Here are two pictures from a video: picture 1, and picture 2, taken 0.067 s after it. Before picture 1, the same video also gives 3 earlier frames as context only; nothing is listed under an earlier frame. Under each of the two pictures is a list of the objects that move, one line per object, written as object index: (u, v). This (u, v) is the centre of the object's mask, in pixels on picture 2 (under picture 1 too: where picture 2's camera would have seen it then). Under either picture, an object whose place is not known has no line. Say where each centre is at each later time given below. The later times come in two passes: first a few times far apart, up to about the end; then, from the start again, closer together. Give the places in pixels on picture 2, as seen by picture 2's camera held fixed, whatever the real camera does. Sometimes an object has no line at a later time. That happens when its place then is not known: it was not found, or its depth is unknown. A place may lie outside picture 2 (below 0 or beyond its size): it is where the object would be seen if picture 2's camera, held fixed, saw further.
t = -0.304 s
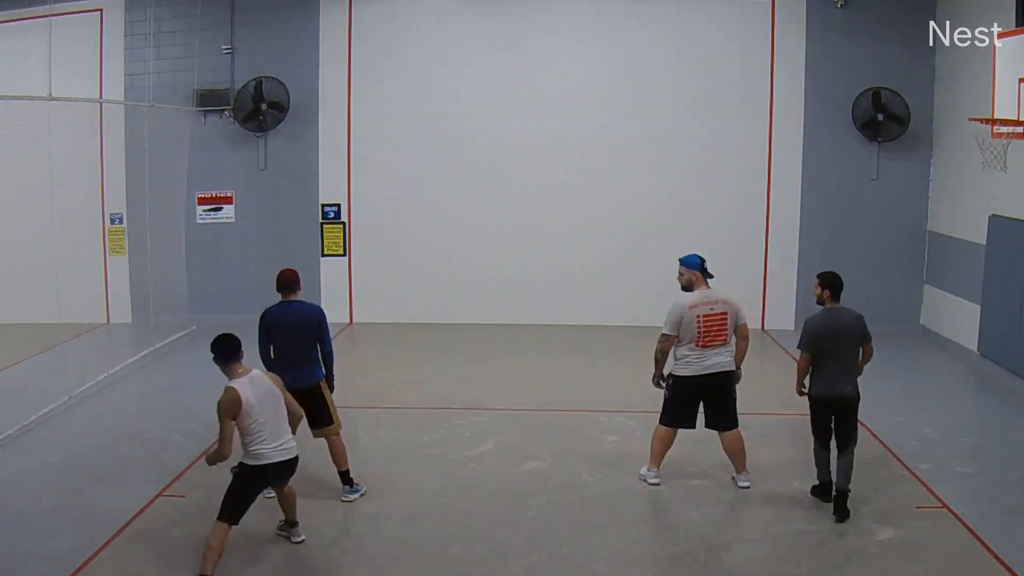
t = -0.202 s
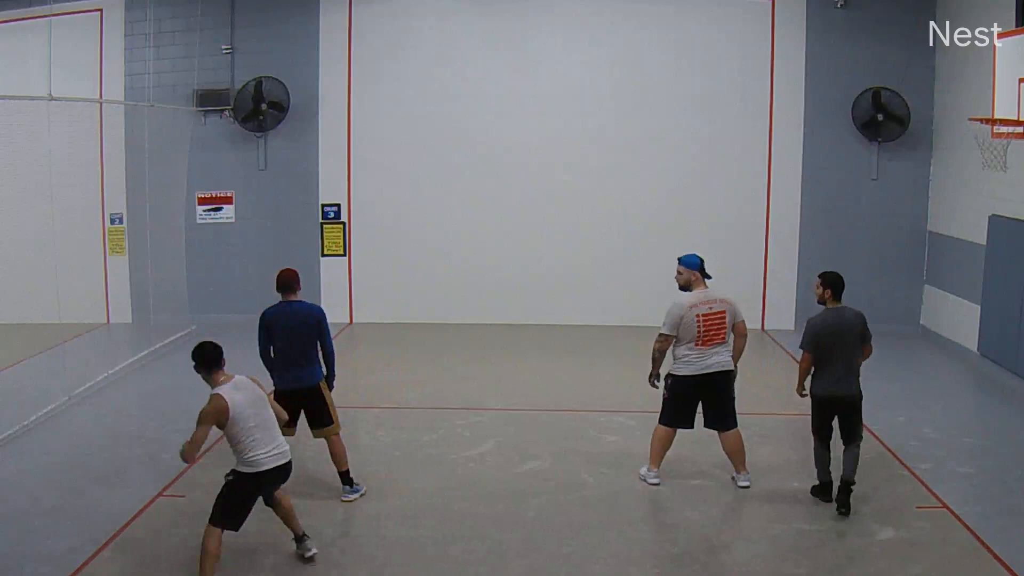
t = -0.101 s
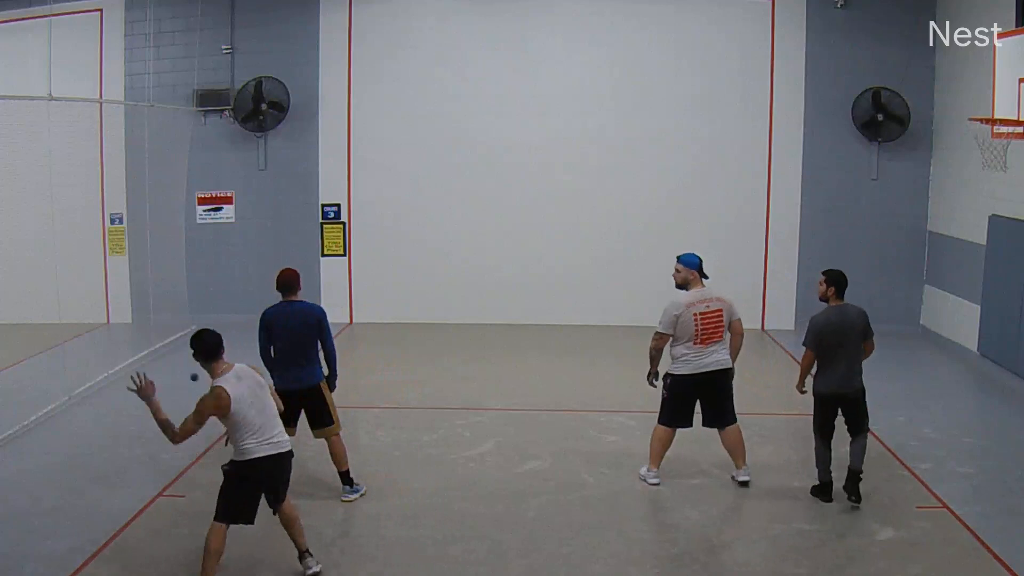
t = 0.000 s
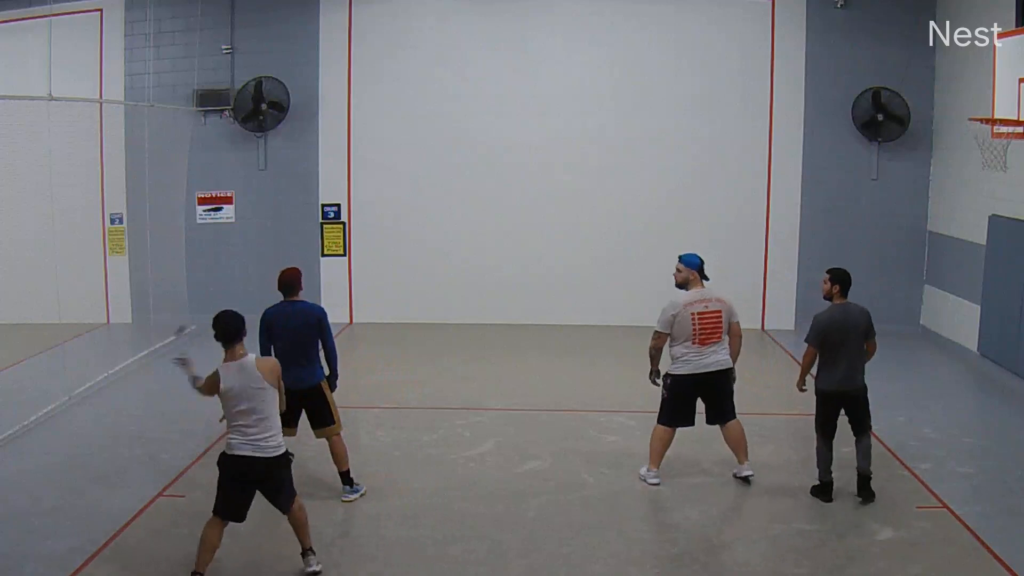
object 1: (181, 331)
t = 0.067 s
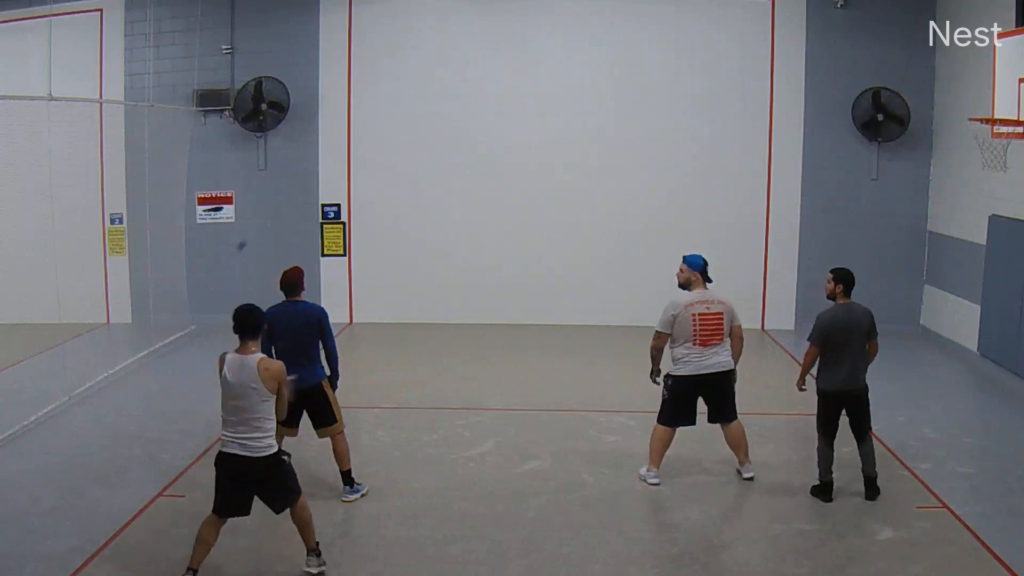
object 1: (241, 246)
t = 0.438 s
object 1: (455, 37)
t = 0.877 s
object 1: (570, 37)
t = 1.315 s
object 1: (622, 187)
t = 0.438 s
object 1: (455, 37)
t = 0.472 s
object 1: (468, 31)
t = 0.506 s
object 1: (479, 26)
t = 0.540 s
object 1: (490, 23)
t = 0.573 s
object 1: (500, 21)
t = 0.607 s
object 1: (510, 19)
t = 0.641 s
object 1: (519, 19)
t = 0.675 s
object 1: (527, 19)
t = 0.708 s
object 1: (535, 21)
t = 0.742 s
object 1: (543, 23)
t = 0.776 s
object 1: (550, 25)
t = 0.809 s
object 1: (557, 29)
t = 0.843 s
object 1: (564, 33)
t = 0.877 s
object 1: (570, 37)
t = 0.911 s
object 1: (574, 43)
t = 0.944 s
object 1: (577, 47)
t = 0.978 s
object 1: (581, 54)
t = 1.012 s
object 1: (584, 61)
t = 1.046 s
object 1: (588, 70)
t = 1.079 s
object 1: (592, 80)
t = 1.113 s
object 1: (596, 90)
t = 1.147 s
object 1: (600, 103)
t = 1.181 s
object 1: (604, 116)
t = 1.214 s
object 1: (608, 132)
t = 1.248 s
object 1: (613, 148)
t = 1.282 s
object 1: (617, 167)
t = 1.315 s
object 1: (622, 187)
